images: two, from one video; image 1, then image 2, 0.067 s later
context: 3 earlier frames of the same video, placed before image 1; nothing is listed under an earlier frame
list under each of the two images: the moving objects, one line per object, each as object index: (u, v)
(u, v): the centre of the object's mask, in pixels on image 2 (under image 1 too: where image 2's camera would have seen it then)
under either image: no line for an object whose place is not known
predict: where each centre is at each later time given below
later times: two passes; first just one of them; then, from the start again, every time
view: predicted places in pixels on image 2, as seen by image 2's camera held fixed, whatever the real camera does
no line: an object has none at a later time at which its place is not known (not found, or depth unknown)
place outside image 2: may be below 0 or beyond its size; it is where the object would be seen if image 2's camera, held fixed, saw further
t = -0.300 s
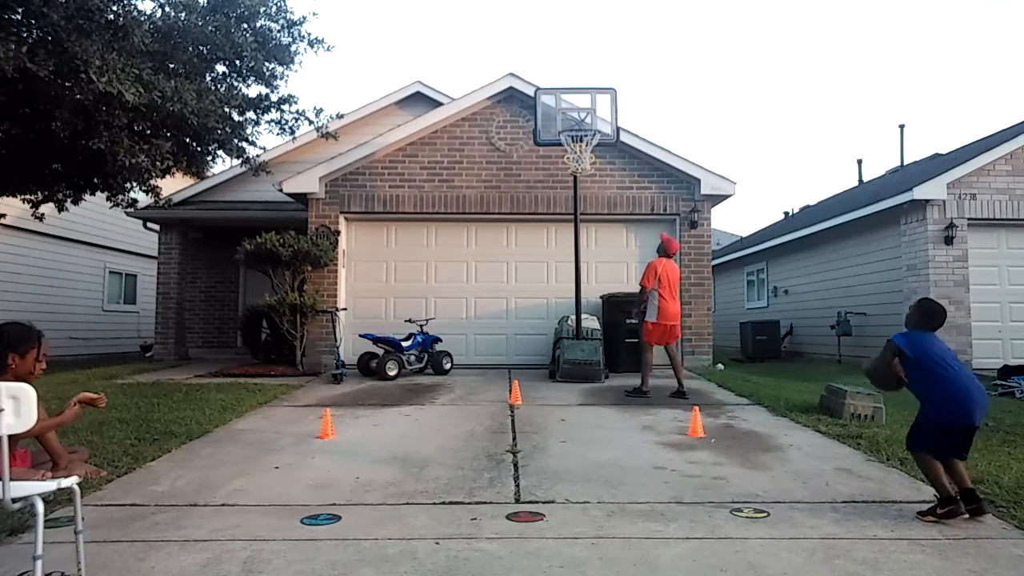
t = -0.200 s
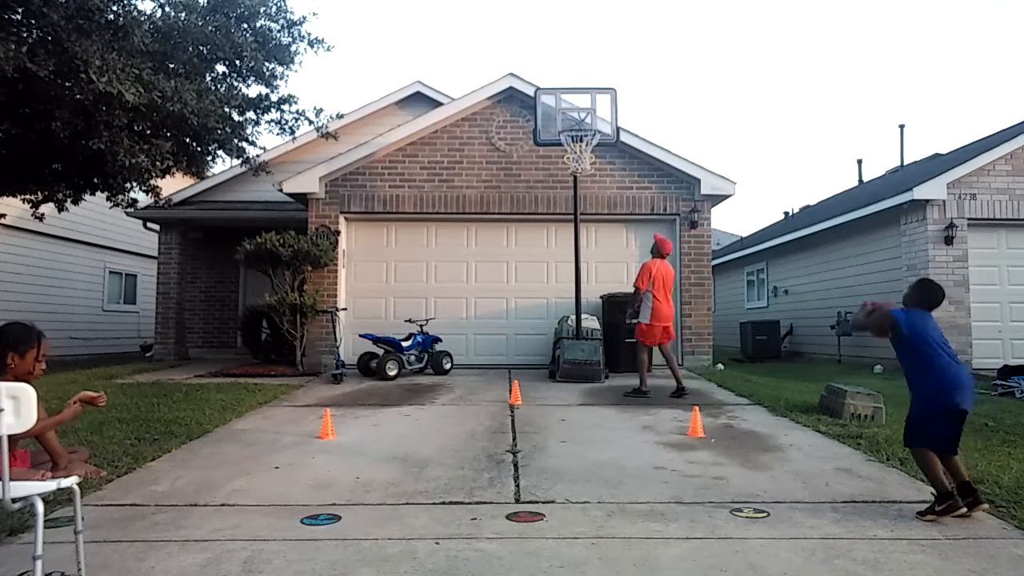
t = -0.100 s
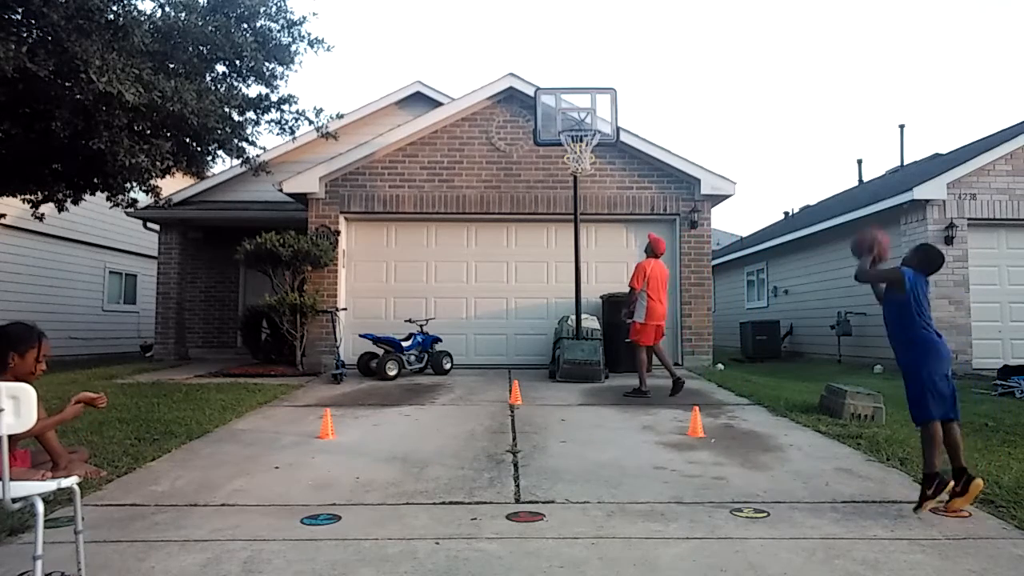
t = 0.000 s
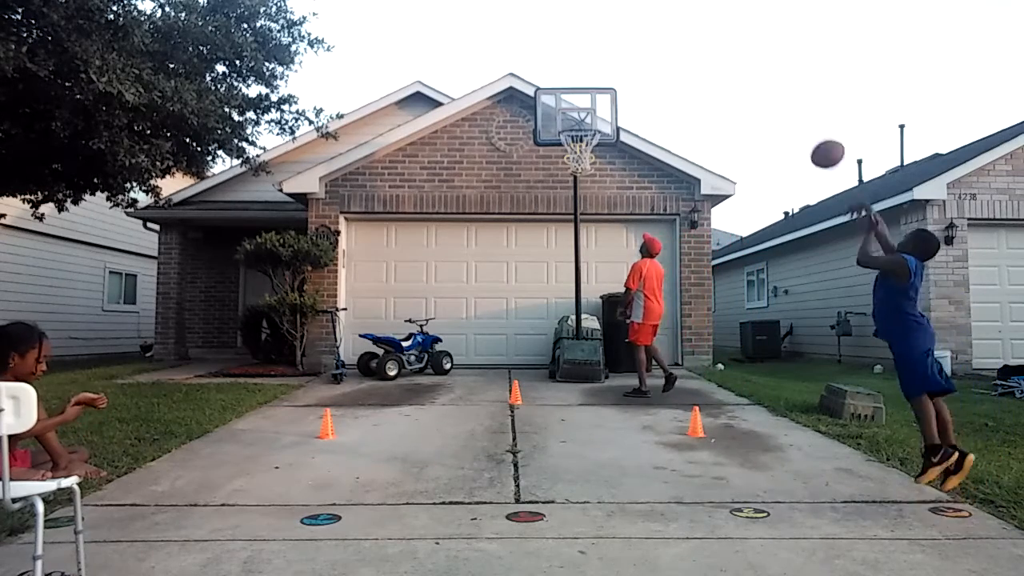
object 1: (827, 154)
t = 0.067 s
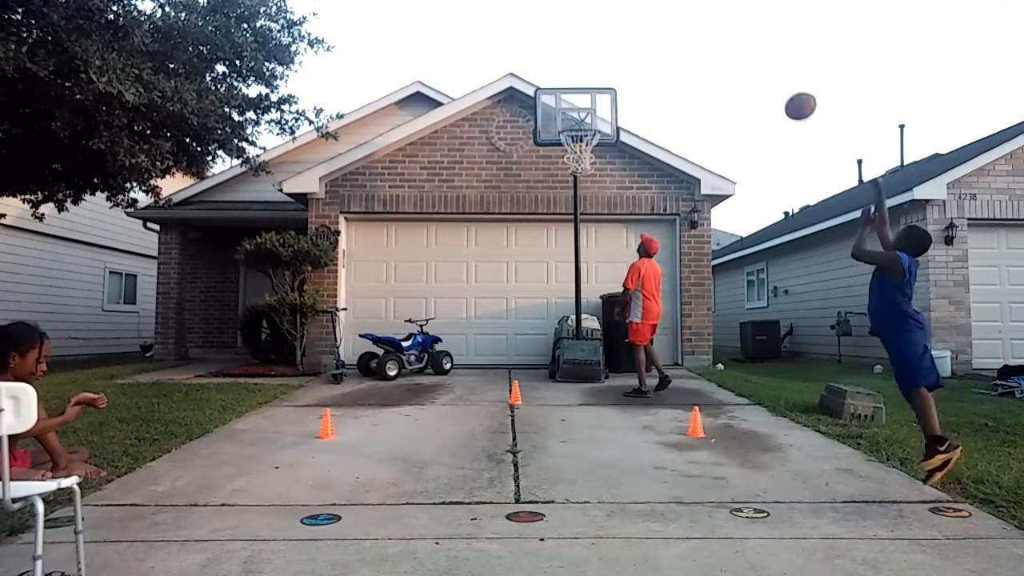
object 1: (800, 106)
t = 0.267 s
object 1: (734, 19)
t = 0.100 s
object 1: (788, 86)
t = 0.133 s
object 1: (776, 69)
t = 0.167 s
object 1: (765, 53)
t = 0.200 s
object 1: (754, 40)
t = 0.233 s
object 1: (744, 28)
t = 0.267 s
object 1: (734, 19)
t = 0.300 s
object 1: (725, 11)
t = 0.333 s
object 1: (716, 8)
